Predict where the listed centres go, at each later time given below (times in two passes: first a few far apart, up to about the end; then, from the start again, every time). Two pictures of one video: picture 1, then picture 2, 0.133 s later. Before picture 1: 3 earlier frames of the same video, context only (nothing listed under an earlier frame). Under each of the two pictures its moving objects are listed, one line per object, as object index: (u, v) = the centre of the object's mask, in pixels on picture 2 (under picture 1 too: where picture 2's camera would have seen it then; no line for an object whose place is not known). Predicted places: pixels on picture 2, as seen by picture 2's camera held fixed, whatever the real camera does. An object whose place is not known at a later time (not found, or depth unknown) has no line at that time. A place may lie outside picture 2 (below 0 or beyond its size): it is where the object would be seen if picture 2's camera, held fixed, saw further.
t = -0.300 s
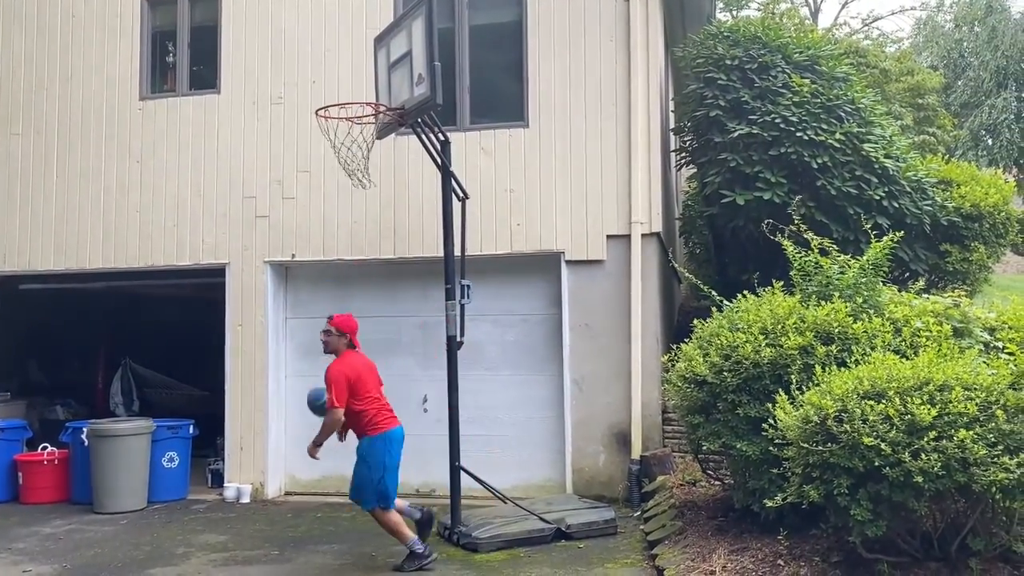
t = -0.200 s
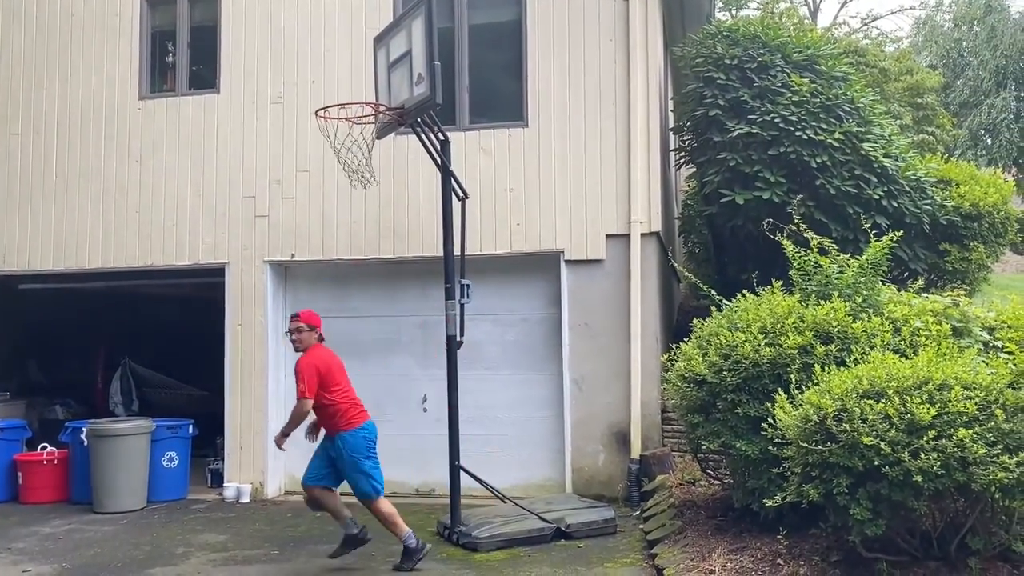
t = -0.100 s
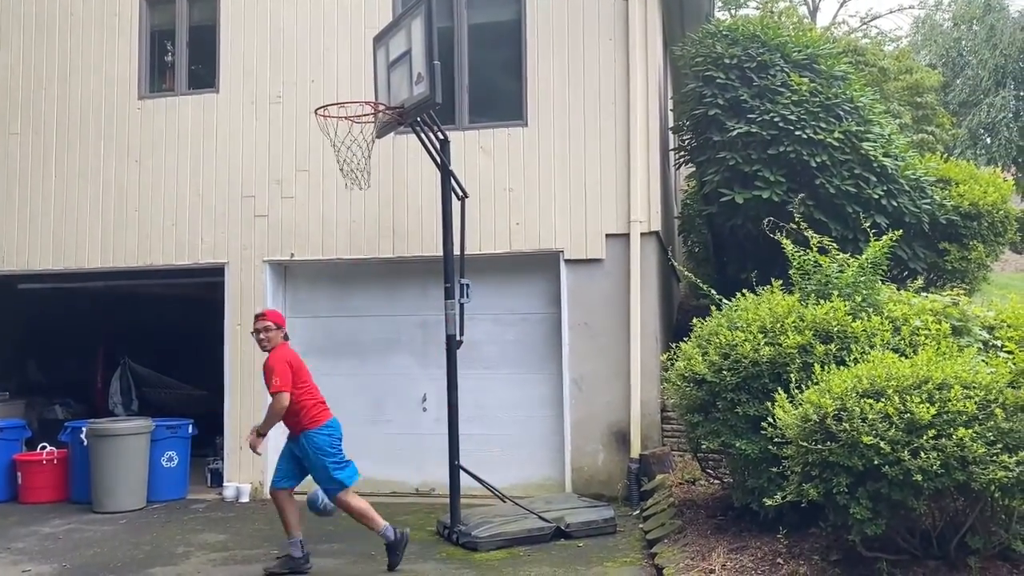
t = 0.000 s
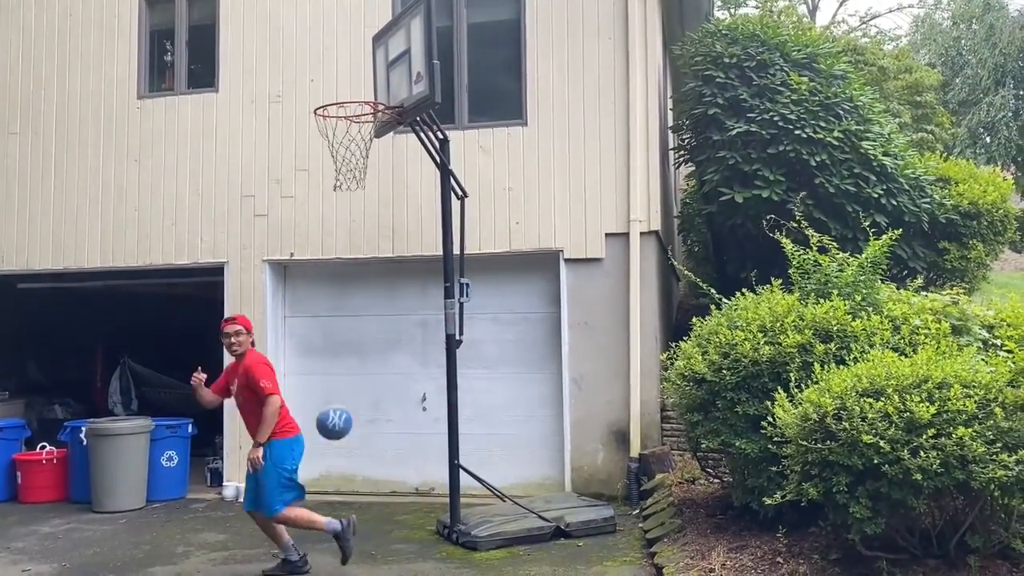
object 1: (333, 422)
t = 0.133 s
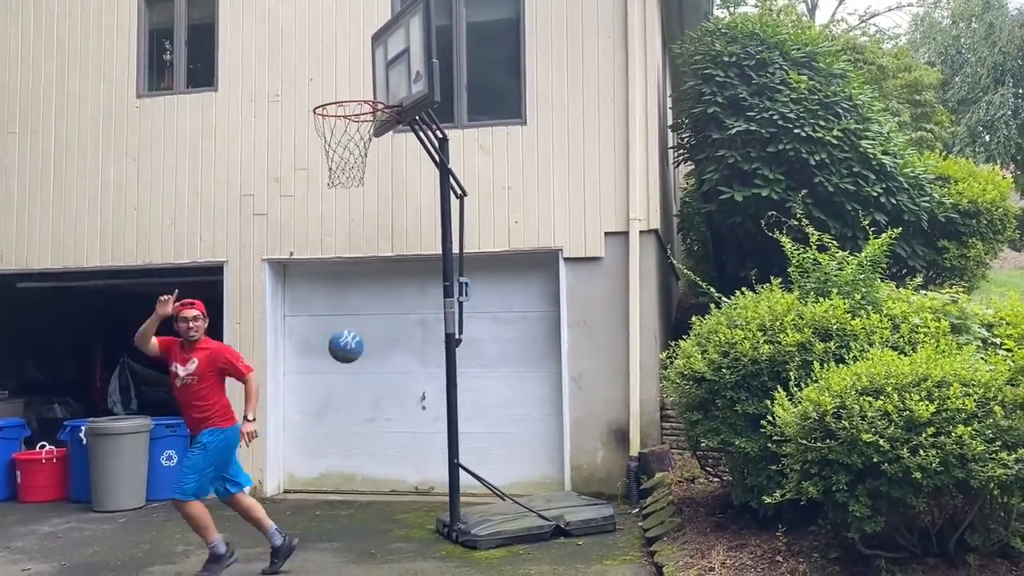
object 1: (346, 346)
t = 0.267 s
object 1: (357, 298)
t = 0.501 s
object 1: (377, 275)
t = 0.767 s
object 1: (399, 342)
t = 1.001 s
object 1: (418, 480)
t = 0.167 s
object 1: (349, 331)
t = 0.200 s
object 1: (351, 319)
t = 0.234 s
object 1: (354, 307)
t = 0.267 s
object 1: (357, 298)
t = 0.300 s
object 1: (360, 290)
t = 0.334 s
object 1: (363, 283)
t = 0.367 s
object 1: (366, 279)
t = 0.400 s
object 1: (369, 275)
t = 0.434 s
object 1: (372, 274)
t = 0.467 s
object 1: (374, 274)
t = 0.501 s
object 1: (377, 275)
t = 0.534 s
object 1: (380, 278)
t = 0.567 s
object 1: (383, 283)
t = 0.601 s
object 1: (385, 289)
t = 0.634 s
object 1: (388, 296)
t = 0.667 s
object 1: (391, 305)
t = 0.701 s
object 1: (393, 316)
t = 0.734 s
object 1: (396, 328)
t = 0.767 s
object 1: (399, 342)
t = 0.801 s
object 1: (401, 357)
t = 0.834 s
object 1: (404, 373)
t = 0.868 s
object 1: (407, 392)
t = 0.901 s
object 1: (410, 411)
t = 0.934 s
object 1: (412, 433)
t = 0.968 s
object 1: (415, 455)
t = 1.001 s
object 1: (418, 480)
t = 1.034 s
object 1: (420, 505)
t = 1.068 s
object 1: (422, 522)
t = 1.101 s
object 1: (423, 498)
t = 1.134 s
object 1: (424, 478)
